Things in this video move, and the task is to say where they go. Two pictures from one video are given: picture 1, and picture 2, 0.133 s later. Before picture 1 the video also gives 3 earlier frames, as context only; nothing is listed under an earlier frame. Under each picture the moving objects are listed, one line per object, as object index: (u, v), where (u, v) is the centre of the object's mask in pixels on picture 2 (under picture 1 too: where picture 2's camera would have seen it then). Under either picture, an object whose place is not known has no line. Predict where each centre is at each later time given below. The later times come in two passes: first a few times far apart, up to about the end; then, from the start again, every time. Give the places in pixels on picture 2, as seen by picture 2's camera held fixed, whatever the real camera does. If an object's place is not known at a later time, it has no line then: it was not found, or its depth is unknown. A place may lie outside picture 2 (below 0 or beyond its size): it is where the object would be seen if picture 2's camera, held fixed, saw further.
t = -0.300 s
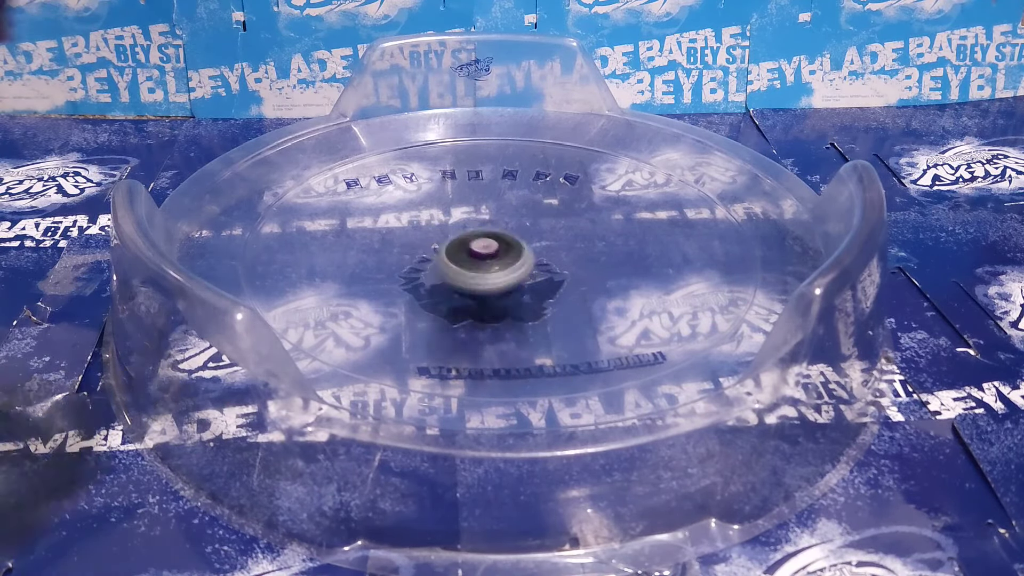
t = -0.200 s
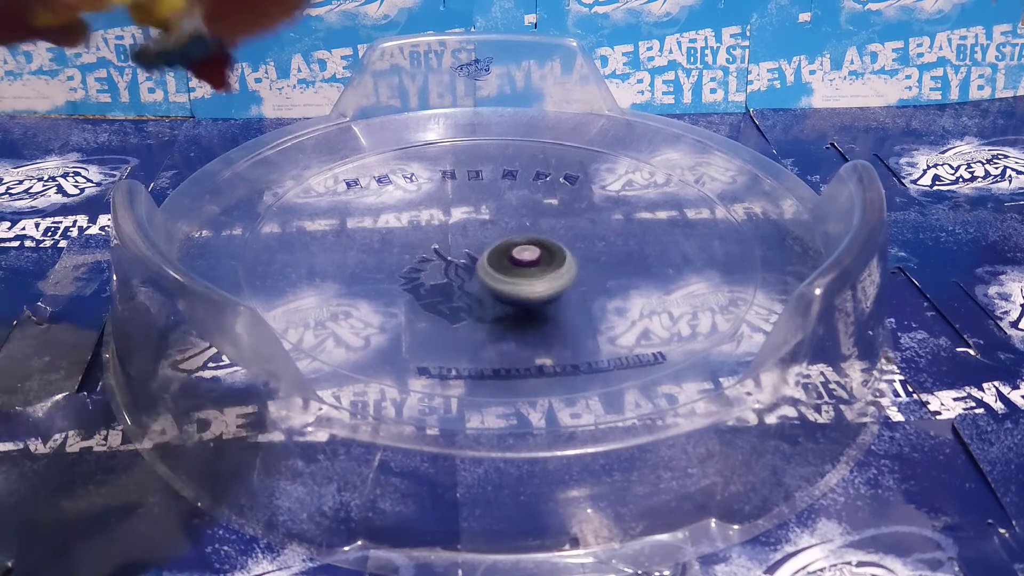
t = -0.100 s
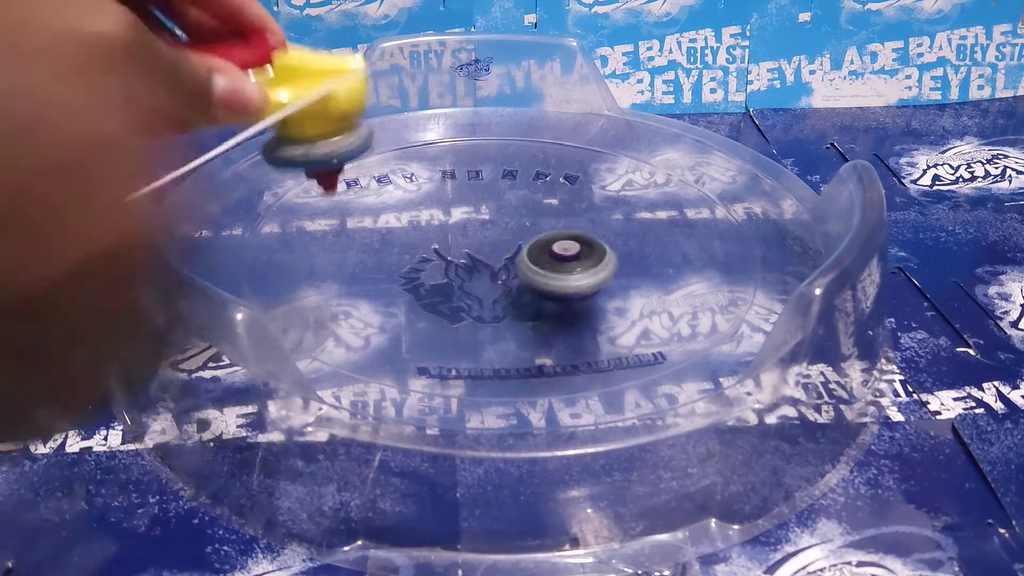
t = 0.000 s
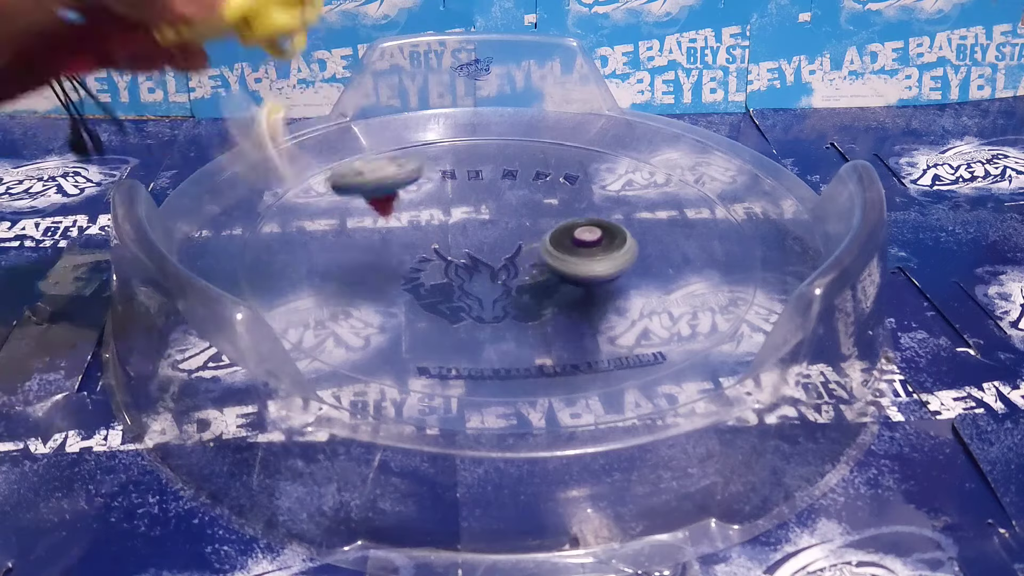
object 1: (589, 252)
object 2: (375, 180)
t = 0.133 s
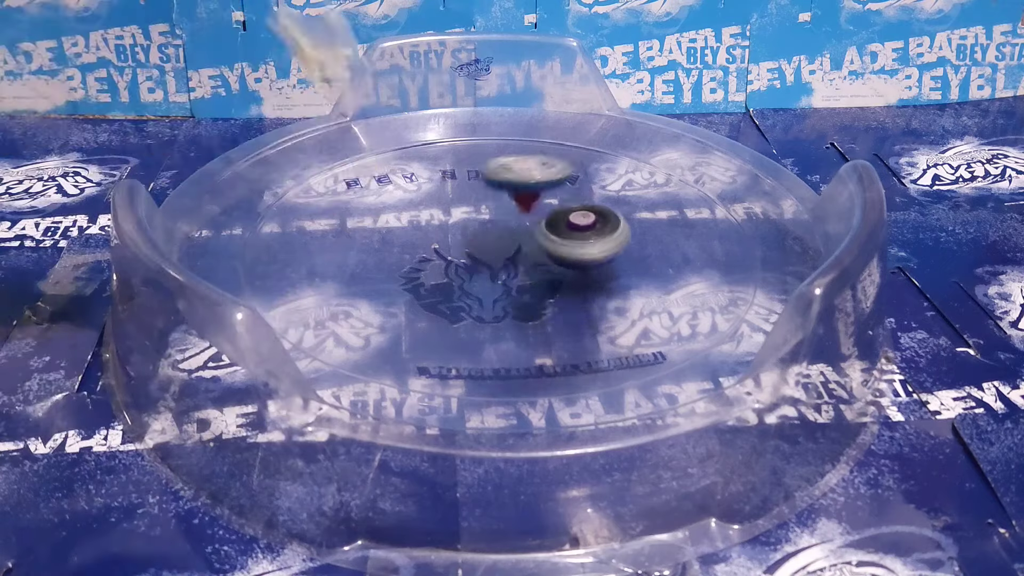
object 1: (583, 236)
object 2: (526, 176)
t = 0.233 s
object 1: (579, 256)
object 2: (563, 132)
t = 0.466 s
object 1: (548, 267)
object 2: (392, 142)
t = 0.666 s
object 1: (537, 259)
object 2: (261, 281)
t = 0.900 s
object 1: (506, 264)
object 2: (726, 280)
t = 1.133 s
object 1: (506, 275)
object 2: (525, 114)
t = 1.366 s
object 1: (500, 264)
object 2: (275, 277)
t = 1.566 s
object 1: (459, 265)
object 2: (630, 132)
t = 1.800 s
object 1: (472, 242)
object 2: (687, 314)
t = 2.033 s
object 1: (484, 243)
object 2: (259, 215)
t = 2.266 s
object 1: (487, 238)
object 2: (620, 140)
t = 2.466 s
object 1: (505, 232)
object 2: (358, 326)
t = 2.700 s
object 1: (538, 242)
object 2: (464, 132)
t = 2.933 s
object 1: (533, 244)
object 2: (651, 322)
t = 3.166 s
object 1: (523, 259)
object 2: (323, 162)
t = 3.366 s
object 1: (506, 262)
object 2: (688, 281)
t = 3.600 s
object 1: (490, 260)
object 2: (309, 206)
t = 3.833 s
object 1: (477, 255)
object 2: (683, 197)
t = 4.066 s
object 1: (483, 246)
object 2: (387, 306)
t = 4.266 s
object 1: (488, 241)
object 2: (599, 175)
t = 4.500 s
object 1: (506, 242)
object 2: (434, 323)
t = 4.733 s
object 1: (517, 242)
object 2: (490, 154)
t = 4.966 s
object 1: (520, 249)
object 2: (581, 311)
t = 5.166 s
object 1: (514, 252)
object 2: (462, 157)
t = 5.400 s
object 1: (500, 260)
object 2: (625, 305)
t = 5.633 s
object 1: (493, 257)
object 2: (376, 184)
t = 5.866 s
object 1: (482, 252)
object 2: (656, 272)
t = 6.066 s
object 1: (488, 247)
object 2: (381, 180)
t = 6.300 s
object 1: (506, 245)
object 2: (655, 266)
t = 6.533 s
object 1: (504, 245)
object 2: (360, 215)
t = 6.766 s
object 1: (505, 246)
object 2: (658, 235)
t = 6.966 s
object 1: (506, 255)
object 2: (360, 223)
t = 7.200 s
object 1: (504, 258)
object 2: (637, 234)
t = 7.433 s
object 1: (494, 254)
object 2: (361, 251)
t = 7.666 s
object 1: (485, 250)
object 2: (614, 205)
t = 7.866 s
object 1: (490, 248)
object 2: (380, 257)
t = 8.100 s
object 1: (501, 249)
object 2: (600, 211)
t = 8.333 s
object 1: (503, 246)
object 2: (414, 288)
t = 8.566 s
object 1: (504, 246)
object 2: (532, 188)
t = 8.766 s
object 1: (504, 250)
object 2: (449, 292)
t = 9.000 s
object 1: (508, 248)
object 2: (625, 296)
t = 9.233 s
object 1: (497, 249)
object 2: (590, 227)
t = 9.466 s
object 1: (461, 257)
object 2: (556, 169)
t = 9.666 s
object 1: (482, 261)
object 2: (462, 195)
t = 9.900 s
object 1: (506, 268)
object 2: (411, 224)
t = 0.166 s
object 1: (581, 238)
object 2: (547, 164)
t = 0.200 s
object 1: (581, 246)
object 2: (555, 139)
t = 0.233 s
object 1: (579, 256)
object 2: (563, 132)
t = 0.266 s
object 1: (574, 262)
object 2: (557, 103)
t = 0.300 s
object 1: (567, 267)
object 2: (547, 89)
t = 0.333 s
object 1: (562, 269)
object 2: (535, 94)
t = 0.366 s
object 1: (556, 271)
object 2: (513, 110)
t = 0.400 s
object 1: (552, 270)
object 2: (481, 119)
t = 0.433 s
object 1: (550, 269)
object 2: (444, 133)
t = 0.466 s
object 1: (548, 267)
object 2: (392, 142)
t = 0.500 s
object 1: (547, 266)
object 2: (333, 153)
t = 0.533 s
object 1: (545, 265)
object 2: (277, 168)
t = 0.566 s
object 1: (543, 263)
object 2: (246, 192)
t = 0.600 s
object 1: (541, 262)
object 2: (215, 219)
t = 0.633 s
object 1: (539, 260)
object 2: (228, 249)
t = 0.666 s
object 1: (537, 259)
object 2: (261, 281)
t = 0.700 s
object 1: (534, 259)
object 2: (307, 313)
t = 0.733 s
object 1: (530, 260)
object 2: (370, 337)
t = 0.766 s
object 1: (525, 260)
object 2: (452, 350)
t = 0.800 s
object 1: (518, 261)
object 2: (534, 348)
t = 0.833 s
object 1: (511, 262)
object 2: (618, 336)
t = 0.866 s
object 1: (507, 263)
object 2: (686, 312)
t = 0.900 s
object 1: (506, 264)
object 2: (726, 280)
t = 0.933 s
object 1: (506, 266)
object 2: (743, 245)
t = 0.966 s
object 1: (507, 269)
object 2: (739, 209)
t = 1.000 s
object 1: (506, 271)
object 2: (717, 180)
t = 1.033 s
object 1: (505, 273)
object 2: (690, 160)
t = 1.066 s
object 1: (504, 275)
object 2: (639, 135)
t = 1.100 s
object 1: (505, 276)
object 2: (587, 120)
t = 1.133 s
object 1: (506, 275)
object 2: (525, 114)
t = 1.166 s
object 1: (508, 275)
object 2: (459, 115)
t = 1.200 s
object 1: (510, 274)
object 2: (391, 124)
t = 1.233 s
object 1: (511, 272)
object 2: (336, 142)
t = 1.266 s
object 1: (511, 270)
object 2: (290, 167)
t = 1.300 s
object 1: (509, 268)
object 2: (260, 200)
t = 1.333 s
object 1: (506, 266)
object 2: (252, 238)
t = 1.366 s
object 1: (500, 264)
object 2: (275, 277)
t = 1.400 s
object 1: (494, 260)
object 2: (324, 313)
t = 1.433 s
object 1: (489, 259)
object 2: (469, 348)
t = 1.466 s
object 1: (479, 258)
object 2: (664, 325)
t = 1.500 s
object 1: (465, 257)
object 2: (750, 253)
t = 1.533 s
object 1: (462, 259)
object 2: (723, 182)
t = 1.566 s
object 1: (459, 265)
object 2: (630, 132)
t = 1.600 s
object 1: (466, 270)
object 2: (490, 114)
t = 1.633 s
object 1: (477, 269)
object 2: (368, 129)
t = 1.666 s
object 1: (484, 265)
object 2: (280, 175)
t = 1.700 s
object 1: (487, 257)
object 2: (255, 250)
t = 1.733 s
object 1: (482, 250)
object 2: (336, 318)
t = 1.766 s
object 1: (480, 242)
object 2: (501, 350)
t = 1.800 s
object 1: (472, 242)
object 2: (687, 314)
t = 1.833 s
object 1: (462, 239)
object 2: (749, 243)
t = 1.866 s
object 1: (455, 242)
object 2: (716, 178)
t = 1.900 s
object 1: (454, 248)
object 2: (631, 134)
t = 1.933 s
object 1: (462, 251)
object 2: (510, 117)
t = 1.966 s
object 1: (471, 250)
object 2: (404, 125)
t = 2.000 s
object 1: (477, 248)
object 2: (318, 157)
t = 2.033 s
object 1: (484, 243)
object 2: (259, 215)
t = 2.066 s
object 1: (486, 240)
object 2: (274, 279)
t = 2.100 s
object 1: (489, 236)
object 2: (393, 340)
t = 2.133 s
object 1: (483, 232)
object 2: (585, 344)
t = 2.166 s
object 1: (478, 234)
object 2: (715, 296)
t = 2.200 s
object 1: (475, 235)
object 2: (746, 231)
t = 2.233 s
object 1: (479, 238)
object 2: (706, 177)
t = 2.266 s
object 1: (487, 238)
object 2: (620, 140)
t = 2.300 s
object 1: (495, 238)
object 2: (523, 127)
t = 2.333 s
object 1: (500, 237)
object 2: (421, 132)
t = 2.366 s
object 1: (505, 235)
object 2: (321, 163)
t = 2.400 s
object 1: (505, 233)
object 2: (264, 210)
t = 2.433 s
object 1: (505, 233)
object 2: (264, 269)
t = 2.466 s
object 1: (505, 232)
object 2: (358, 326)
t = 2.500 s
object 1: (505, 235)
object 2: (529, 348)
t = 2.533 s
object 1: (509, 238)
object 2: (663, 323)
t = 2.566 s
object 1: (513, 239)
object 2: (729, 272)
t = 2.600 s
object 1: (521, 240)
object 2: (721, 212)
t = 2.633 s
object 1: (528, 242)
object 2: (660, 168)
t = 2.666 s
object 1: (536, 243)
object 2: (577, 140)
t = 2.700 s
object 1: (538, 242)
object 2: (464, 132)
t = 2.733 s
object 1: (531, 239)
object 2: (370, 144)
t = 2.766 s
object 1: (526, 240)
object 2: (294, 178)
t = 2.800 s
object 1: (526, 243)
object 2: (257, 224)
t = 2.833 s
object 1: (529, 247)
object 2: (286, 287)
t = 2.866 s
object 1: (534, 248)
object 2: (391, 337)
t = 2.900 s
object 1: (536, 247)
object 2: (525, 348)
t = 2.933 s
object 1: (533, 244)
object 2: (651, 322)
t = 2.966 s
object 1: (525, 245)
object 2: (715, 274)
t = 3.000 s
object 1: (521, 249)
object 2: (717, 220)
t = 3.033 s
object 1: (520, 252)
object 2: (664, 168)
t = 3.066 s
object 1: (520, 255)
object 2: (589, 138)
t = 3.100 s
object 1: (521, 257)
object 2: (498, 126)
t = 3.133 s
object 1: (522, 259)
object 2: (406, 133)
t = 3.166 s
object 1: (523, 259)
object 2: (323, 162)
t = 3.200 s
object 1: (523, 260)
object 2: (280, 204)
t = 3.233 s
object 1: (521, 260)
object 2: (282, 258)
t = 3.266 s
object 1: (517, 260)
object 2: (360, 313)
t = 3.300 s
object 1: (514, 260)
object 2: (479, 334)
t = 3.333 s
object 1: (510, 262)
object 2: (597, 326)
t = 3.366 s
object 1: (506, 262)
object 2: (688, 281)
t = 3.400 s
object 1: (505, 262)
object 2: (711, 230)
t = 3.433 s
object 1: (503, 262)
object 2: (678, 183)
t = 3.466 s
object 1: (501, 262)
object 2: (613, 151)
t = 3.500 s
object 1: (498, 262)
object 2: (522, 134)
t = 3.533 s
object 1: (496, 262)
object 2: (435, 140)
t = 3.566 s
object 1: (494, 261)
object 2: (360, 163)
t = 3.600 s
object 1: (490, 260)
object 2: (309, 206)
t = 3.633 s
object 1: (488, 260)
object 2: (310, 258)
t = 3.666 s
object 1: (486, 259)
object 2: (373, 308)
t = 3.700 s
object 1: (484, 258)
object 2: (498, 331)
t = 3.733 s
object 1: (482, 256)
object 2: (605, 321)
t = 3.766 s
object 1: (480, 255)
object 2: (681, 288)
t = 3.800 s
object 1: (478, 255)
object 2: (708, 244)
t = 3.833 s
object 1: (477, 255)
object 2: (683, 197)
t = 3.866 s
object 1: (477, 255)
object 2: (623, 167)
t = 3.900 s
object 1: (478, 255)
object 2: (545, 153)
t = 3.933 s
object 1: (478, 254)
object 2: (451, 159)
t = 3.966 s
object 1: (480, 254)
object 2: (379, 183)
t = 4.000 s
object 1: (481, 252)
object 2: (338, 220)
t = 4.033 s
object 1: (482, 249)
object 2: (334, 260)
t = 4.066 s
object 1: (483, 246)
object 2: (387, 306)
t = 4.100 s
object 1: (484, 244)
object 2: (478, 330)
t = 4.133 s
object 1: (484, 242)
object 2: (577, 323)
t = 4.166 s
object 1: (486, 241)
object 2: (661, 286)
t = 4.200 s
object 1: (485, 241)
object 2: (682, 246)
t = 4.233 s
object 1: (486, 241)
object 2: (659, 208)
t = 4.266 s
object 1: (488, 241)
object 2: (599, 175)
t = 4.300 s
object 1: (491, 240)
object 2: (529, 160)
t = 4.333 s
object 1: (494, 239)
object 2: (453, 162)
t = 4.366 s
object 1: (497, 240)
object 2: (385, 175)
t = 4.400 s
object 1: (499, 240)
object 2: (329, 207)
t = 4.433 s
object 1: (500, 240)
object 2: (313, 247)
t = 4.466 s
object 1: (503, 241)
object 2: (345, 288)
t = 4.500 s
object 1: (506, 242)
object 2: (434, 323)
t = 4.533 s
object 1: (508, 241)
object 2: (535, 327)
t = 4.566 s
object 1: (510, 241)
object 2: (620, 304)
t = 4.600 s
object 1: (512, 241)
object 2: (670, 261)
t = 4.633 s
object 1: (513, 242)
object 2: (665, 220)
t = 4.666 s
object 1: (514, 242)
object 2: (628, 186)
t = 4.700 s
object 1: (515, 243)
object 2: (569, 164)
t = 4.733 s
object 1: (517, 242)
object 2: (490, 154)
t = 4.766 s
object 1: (520, 244)
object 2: (420, 160)
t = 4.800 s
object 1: (525, 248)
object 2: (362, 181)
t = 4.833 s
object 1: (530, 246)
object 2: (325, 221)
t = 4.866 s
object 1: (529, 244)
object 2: (333, 261)
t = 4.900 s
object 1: (526, 245)
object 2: (385, 299)
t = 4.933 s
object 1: (523, 245)
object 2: (486, 318)
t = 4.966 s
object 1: (520, 249)
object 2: (581, 311)
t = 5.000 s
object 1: (525, 248)
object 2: (650, 282)
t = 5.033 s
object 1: (526, 248)
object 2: (674, 243)
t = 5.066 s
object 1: (521, 249)
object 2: (655, 200)
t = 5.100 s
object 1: (514, 250)
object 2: (609, 172)
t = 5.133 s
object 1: (516, 250)
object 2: (543, 155)
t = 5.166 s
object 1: (514, 252)
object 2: (462, 157)
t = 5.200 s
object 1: (512, 254)
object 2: (396, 175)
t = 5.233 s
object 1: (509, 256)
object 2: (349, 204)
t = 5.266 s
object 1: (508, 257)
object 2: (334, 247)
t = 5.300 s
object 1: (505, 258)
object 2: (365, 288)
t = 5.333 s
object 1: (503, 259)
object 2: (436, 316)
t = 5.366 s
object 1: (501, 259)
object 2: (530, 323)
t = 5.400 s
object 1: (500, 260)
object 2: (625, 305)
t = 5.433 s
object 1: (498, 260)
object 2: (674, 271)
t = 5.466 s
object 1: (497, 260)
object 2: (681, 232)
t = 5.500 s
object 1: (497, 260)
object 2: (643, 194)
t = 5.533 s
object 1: (497, 259)
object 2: (587, 171)
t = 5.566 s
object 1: (497, 258)
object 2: (517, 161)
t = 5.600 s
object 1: (495, 257)
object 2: (446, 165)
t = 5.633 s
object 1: (493, 257)
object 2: (376, 184)
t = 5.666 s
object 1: (491, 256)
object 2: (335, 213)
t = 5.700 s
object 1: (488, 255)
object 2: (325, 250)
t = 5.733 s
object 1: (485, 254)
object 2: (358, 294)
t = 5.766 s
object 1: (484, 253)
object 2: (431, 319)
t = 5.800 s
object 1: (482, 252)
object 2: (521, 324)
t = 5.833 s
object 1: (482, 252)
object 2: (611, 305)
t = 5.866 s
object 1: (482, 252)
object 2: (656, 272)
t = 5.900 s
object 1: (482, 251)
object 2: (661, 234)
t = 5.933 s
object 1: (483, 250)
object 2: (634, 200)
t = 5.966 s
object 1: (484, 249)
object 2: (575, 174)
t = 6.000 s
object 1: (486, 249)
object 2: (515, 162)
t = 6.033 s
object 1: (488, 246)
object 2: (448, 164)
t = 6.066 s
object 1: (488, 247)
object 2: (381, 180)
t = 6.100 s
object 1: (491, 247)
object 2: (343, 209)
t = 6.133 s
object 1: (492, 246)
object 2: (332, 244)
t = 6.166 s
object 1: (493, 246)
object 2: (369, 286)
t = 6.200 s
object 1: (495, 246)
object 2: (437, 309)
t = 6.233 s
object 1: (497, 245)
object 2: (524, 315)
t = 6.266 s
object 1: (500, 245)
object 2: (601, 301)
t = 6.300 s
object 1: (506, 245)
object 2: (655, 266)
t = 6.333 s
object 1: (506, 244)
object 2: (660, 230)
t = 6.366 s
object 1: (504, 244)
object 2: (636, 198)
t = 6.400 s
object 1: (505, 245)
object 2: (582, 173)
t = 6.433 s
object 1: (505, 245)
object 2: (522, 164)
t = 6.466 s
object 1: (504, 245)
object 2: (460, 167)
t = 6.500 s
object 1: (505, 245)
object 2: (396, 186)
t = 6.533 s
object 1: (504, 245)
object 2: (360, 215)
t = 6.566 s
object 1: (504, 245)
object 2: (354, 250)
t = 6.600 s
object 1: (505, 245)
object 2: (381, 285)
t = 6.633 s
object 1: (505, 246)
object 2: (451, 312)
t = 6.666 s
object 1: (505, 246)
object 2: (532, 315)
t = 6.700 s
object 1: (505, 245)
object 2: (604, 303)
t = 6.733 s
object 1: (505, 246)
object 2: (654, 269)
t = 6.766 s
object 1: (505, 246)
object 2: (658, 235)
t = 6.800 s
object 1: (505, 247)
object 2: (631, 205)
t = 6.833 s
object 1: (505, 248)
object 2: (583, 184)
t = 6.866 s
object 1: (506, 249)
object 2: (514, 175)
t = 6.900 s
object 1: (506, 251)
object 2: (453, 178)
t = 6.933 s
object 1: (506, 254)
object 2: (398, 193)
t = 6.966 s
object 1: (506, 255)
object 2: (360, 223)
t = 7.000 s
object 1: (506, 256)
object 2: (351, 255)
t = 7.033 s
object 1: (506, 256)
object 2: (380, 287)
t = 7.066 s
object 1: (505, 257)
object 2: (448, 313)
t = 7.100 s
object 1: (505, 255)
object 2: (526, 312)
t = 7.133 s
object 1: (505, 258)
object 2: (592, 299)
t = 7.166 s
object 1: (504, 258)
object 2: (633, 271)
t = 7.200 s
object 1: (504, 258)
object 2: (637, 234)
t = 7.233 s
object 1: (503, 258)
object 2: (611, 205)
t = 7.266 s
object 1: (501, 258)
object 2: (565, 185)
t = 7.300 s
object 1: (501, 256)
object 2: (506, 173)
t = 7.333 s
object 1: (500, 256)
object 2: (448, 177)
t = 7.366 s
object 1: (498, 256)
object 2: (398, 191)
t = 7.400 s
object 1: (496, 255)
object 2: (362, 220)
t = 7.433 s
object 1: (494, 254)
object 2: (361, 251)
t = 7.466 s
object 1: (492, 253)
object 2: (392, 282)
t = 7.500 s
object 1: (491, 251)
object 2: (451, 301)
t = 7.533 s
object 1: (487, 251)
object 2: (532, 304)
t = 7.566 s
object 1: (487, 252)
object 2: (594, 292)
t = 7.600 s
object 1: (486, 251)
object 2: (631, 266)
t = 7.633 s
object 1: (485, 251)
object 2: (638, 231)
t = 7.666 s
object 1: (485, 250)
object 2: (614, 205)
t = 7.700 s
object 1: (486, 250)
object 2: (573, 186)
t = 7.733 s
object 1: (487, 249)
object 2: (514, 176)
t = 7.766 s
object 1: (488, 247)
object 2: (458, 183)
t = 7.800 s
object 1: (488, 248)
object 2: (412, 198)
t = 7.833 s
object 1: (490, 248)
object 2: (383, 224)
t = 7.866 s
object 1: (490, 248)
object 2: (380, 257)
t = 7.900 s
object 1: (490, 248)
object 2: (408, 286)
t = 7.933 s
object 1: (493, 246)
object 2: (462, 303)
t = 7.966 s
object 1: (495, 247)
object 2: (535, 305)
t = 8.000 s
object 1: (497, 248)
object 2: (594, 293)
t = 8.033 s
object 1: (500, 248)
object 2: (627, 268)
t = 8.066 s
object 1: (500, 249)
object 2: (626, 233)
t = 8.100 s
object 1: (501, 249)
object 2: (600, 211)
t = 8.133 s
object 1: (502, 248)
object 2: (558, 193)
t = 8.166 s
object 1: (504, 246)
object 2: (506, 186)
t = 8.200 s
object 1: (505, 246)
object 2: (445, 193)
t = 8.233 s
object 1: (505, 245)
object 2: (403, 208)
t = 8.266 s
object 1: (505, 245)
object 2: (378, 232)
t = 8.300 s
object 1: (505, 244)
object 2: (381, 263)
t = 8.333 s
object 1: (503, 246)
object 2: (414, 288)
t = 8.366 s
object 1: (503, 244)
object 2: (471, 301)
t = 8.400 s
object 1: (503, 244)
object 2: (534, 298)
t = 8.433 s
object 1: (504, 246)
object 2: (591, 280)
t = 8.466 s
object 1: (504, 246)
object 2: (614, 255)
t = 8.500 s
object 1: (503, 246)
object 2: (609, 227)
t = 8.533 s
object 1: (504, 246)
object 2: (575, 203)
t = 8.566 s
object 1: (504, 246)
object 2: (532, 188)
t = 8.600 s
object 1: (503, 247)
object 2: (483, 186)
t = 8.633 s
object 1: (502, 250)
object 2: (431, 198)
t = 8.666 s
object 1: (501, 251)
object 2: (398, 218)
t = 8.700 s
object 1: (502, 251)
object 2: (388, 243)
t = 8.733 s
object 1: (502, 253)
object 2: (407, 269)
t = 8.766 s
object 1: (504, 250)
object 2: (449, 292)
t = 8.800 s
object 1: (503, 248)
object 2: (478, 296)
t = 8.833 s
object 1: (503, 248)
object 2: (503, 303)
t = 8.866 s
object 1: (507, 248)
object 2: (529, 306)
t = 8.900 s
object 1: (509, 248)
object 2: (550, 307)
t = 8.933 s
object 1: (510, 248)
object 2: (578, 307)
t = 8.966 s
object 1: (509, 248)
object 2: (603, 303)
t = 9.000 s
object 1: (508, 248)
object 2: (625, 296)
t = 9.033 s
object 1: (506, 248)
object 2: (642, 286)
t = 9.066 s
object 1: (505, 248)
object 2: (650, 275)
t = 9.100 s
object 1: (502, 248)
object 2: (651, 264)
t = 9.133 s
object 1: (500, 248)
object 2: (644, 252)
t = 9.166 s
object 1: (498, 249)
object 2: (631, 242)
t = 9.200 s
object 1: (497, 249)
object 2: (613, 233)
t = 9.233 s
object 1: (497, 249)
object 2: (590, 227)
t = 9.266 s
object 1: (484, 250)
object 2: (588, 212)
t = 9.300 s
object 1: (472, 252)
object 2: (592, 203)
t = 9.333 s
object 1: (463, 253)
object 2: (593, 198)
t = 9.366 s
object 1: (458, 255)
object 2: (590, 190)
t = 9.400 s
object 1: (456, 255)
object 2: (582, 181)
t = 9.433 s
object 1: (458, 256)
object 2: (571, 174)
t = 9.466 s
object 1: (461, 257)
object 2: (556, 169)
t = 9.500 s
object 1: (464, 258)
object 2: (541, 166)
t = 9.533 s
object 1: (468, 259)
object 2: (523, 166)
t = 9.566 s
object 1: (473, 259)
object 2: (506, 169)
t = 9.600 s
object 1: (476, 258)
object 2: (492, 174)
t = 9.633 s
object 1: (479, 260)
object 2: (475, 183)
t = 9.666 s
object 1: (482, 261)
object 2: (462, 195)
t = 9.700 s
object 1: (485, 259)
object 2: (454, 206)
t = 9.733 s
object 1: (490, 264)
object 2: (447, 208)
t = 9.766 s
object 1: (494, 268)
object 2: (437, 212)
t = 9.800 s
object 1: (498, 270)
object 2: (430, 212)
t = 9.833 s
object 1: (500, 270)
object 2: (424, 213)
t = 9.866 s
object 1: (503, 269)
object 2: (415, 218)
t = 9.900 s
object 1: (506, 268)
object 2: (411, 224)
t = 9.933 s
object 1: (508, 266)
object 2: (414, 234)
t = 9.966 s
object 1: (518, 266)
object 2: (410, 233)
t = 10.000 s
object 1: (534, 267)
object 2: (392, 227)
